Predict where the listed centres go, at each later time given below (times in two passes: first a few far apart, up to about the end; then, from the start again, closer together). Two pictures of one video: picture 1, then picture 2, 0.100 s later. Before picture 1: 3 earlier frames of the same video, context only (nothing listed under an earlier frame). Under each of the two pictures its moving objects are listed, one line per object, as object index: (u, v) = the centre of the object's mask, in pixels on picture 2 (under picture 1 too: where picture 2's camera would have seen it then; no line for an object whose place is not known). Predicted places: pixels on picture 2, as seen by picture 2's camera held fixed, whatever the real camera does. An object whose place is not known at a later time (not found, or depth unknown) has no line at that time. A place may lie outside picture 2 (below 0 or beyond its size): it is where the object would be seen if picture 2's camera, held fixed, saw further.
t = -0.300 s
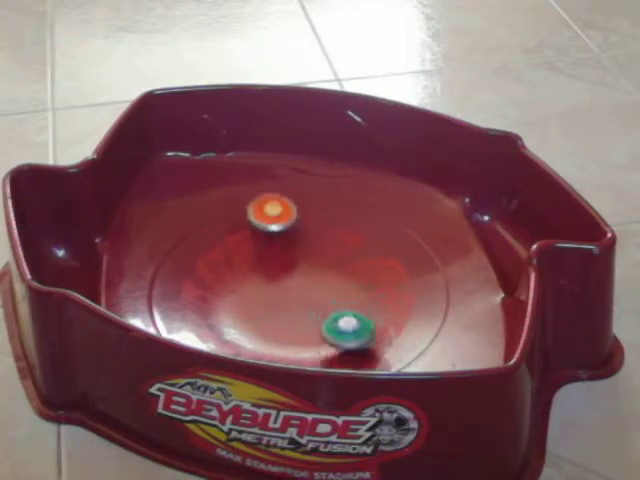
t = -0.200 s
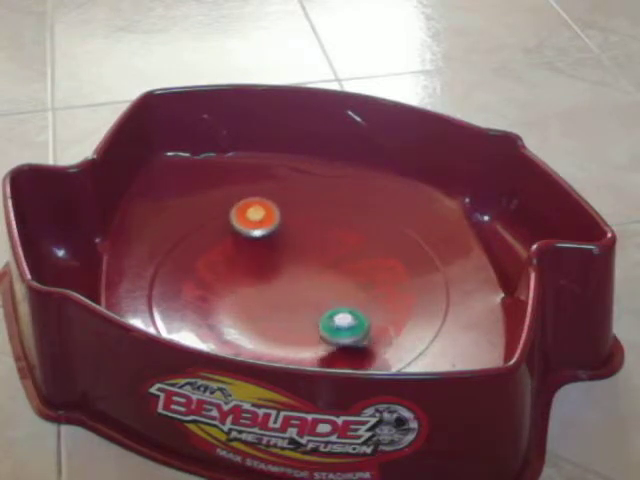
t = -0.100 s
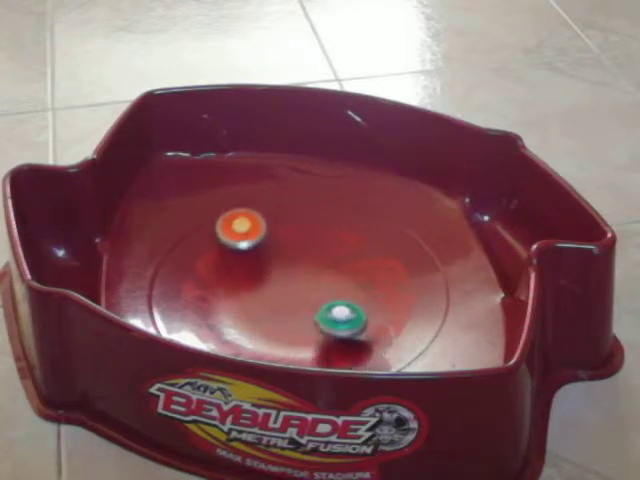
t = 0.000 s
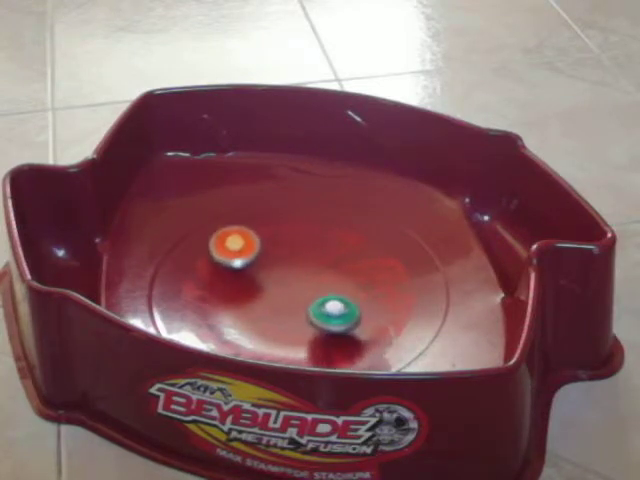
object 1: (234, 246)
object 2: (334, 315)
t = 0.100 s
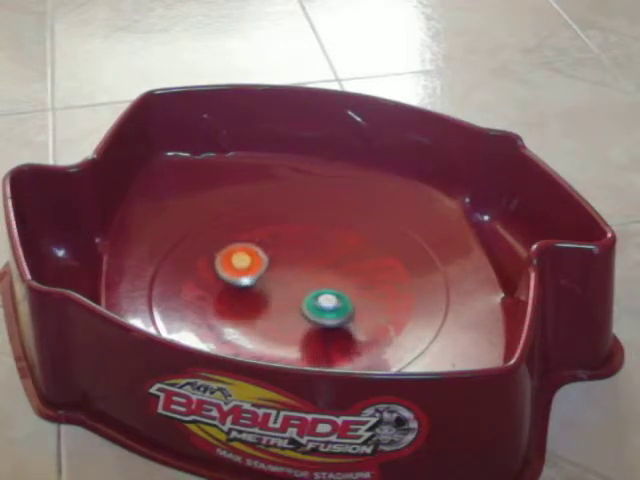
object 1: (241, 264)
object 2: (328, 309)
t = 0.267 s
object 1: (266, 277)
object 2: (322, 296)
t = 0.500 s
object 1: (249, 275)
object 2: (368, 295)
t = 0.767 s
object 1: (257, 291)
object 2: (374, 272)
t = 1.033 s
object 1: (268, 302)
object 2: (346, 265)
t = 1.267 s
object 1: (280, 309)
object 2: (326, 265)
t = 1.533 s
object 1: (293, 312)
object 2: (303, 259)
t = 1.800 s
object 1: (304, 310)
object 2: (286, 249)
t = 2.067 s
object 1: (313, 303)
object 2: (264, 249)
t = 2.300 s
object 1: (318, 294)
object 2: (263, 260)
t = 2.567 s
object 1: (322, 287)
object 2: (275, 272)
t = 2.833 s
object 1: (350, 288)
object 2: (280, 279)
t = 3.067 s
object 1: (370, 284)
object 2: (290, 283)
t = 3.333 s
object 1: (359, 264)
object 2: (303, 282)
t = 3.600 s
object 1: (348, 256)
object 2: (296, 279)
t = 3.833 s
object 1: (349, 250)
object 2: (267, 278)
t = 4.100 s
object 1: (327, 252)
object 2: (250, 273)
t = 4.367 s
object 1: (330, 270)
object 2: (251, 264)
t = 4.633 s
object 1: (327, 287)
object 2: (264, 260)
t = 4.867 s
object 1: (319, 298)
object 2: (281, 262)
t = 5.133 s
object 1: (307, 306)
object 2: (296, 271)
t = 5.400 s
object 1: (293, 319)
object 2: (305, 273)
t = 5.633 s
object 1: (282, 323)
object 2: (300, 277)
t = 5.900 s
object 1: (275, 317)
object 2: (300, 281)
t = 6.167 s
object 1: (265, 303)
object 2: (300, 275)
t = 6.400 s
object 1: (259, 289)
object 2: (301, 268)
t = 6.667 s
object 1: (254, 274)
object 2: (305, 259)
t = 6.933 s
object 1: (248, 262)
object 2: (321, 250)
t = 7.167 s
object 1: (228, 271)
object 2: (337, 248)
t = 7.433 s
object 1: (243, 282)
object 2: (334, 264)
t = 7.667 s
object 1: (260, 277)
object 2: (327, 277)
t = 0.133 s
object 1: (245, 268)
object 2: (326, 306)
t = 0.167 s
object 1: (251, 271)
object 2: (324, 304)
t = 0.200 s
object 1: (257, 273)
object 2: (322, 301)
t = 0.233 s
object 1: (262, 276)
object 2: (321, 298)
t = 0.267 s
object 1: (266, 277)
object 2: (322, 296)
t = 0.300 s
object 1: (259, 274)
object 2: (332, 298)
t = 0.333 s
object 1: (253, 272)
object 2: (344, 299)
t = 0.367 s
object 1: (249, 271)
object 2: (351, 300)
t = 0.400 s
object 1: (248, 270)
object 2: (356, 299)
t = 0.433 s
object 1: (247, 271)
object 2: (360, 298)
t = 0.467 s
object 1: (248, 273)
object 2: (364, 297)
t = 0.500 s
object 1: (249, 275)
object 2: (368, 295)
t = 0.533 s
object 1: (249, 277)
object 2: (371, 293)
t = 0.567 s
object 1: (250, 280)
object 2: (374, 290)
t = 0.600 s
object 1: (252, 281)
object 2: (375, 287)
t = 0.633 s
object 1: (253, 283)
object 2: (377, 284)
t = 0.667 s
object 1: (254, 285)
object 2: (377, 281)
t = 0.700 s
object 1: (255, 287)
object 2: (377, 278)
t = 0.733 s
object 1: (256, 289)
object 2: (376, 275)
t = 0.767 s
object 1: (257, 291)
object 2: (374, 272)
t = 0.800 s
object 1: (259, 292)
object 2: (371, 270)
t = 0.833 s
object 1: (260, 294)
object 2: (368, 268)
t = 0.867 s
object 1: (261, 296)
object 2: (364, 266)
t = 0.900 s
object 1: (262, 297)
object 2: (360, 265)
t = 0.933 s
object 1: (263, 298)
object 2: (356, 264)
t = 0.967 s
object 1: (265, 299)
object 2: (352, 264)
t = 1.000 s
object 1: (266, 301)
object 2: (349, 264)
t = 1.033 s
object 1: (268, 302)
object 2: (346, 265)
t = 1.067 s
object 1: (270, 303)
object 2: (343, 265)
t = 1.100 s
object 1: (271, 304)
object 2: (340, 265)
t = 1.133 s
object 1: (273, 305)
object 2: (338, 266)
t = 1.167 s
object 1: (274, 307)
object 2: (334, 266)
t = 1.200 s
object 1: (276, 308)
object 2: (332, 266)
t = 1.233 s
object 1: (278, 309)
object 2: (329, 266)
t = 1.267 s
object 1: (280, 309)
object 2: (326, 265)
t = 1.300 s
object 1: (281, 310)
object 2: (322, 265)
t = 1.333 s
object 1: (283, 310)
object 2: (320, 264)
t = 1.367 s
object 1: (285, 311)
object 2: (317, 263)
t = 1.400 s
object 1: (287, 311)
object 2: (314, 263)
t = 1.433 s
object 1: (289, 312)
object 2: (311, 262)
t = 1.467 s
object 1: (290, 312)
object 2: (308, 261)
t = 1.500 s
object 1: (292, 312)
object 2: (305, 260)
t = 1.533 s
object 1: (293, 312)
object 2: (303, 259)
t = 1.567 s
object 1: (295, 312)
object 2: (300, 258)
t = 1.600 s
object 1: (296, 312)
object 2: (298, 257)
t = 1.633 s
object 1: (298, 312)
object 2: (296, 255)
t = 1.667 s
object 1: (299, 311)
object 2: (294, 254)
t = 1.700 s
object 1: (300, 311)
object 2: (292, 253)
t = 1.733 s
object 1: (301, 311)
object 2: (290, 251)
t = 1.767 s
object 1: (303, 310)
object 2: (288, 251)
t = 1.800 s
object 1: (304, 310)
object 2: (286, 249)
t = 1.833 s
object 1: (305, 309)
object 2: (283, 249)
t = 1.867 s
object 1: (306, 309)
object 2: (280, 248)
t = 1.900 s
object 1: (308, 308)
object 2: (278, 247)
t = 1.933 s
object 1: (309, 307)
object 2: (275, 247)
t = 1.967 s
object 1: (310, 306)
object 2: (272, 246)
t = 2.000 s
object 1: (311, 305)
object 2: (270, 247)
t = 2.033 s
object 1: (312, 304)
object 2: (267, 248)
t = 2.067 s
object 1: (313, 303)
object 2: (264, 249)
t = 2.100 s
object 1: (314, 301)
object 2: (262, 250)
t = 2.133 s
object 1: (315, 300)
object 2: (261, 251)
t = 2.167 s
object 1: (316, 299)
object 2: (260, 254)
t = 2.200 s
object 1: (317, 298)
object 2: (260, 255)
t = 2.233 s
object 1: (317, 296)
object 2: (261, 256)
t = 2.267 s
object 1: (318, 295)
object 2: (262, 258)
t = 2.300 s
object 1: (318, 294)
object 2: (263, 260)
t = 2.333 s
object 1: (318, 292)
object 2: (265, 261)
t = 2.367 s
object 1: (319, 291)
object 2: (266, 263)
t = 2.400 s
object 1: (318, 290)
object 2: (268, 264)
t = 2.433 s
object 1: (318, 289)
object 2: (270, 266)
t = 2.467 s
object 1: (319, 289)
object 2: (272, 268)
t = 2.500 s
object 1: (319, 288)
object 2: (274, 269)
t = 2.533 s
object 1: (320, 287)
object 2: (275, 271)
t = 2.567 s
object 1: (322, 287)
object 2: (275, 272)
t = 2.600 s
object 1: (325, 287)
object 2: (276, 273)
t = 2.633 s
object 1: (329, 287)
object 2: (276, 273)
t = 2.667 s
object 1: (333, 287)
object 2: (276, 274)
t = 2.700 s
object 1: (336, 287)
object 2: (277, 275)
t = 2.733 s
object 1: (339, 287)
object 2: (277, 276)
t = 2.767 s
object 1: (343, 288)
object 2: (278, 277)
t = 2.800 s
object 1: (346, 288)
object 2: (279, 278)
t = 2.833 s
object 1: (350, 288)
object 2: (280, 279)
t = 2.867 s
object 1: (353, 289)
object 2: (281, 280)
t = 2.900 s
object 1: (357, 289)
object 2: (282, 281)
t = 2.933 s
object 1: (360, 289)
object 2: (284, 282)
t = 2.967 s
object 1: (363, 289)
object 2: (285, 282)
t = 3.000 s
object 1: (366, 288)
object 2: (287, 283)
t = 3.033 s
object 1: (368, 286)
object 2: (288, 283)
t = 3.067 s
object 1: (370, 284)
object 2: (290, 283)
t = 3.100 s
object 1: (371, 282)
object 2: (291, 284)
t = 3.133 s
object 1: (371, 279)
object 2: (293, 284)
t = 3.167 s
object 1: (371, 276)
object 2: (295, 284)
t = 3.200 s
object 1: (370, 273)
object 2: (296, 284)
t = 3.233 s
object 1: (368, 270)
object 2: (298, 284)
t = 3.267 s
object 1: (366, 268)
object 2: (300, 283)
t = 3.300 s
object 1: (363, 266)
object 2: (301, 283)
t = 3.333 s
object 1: (359, 264)
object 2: (303, 282)
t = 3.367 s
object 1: (356, 263)
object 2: (305, 281)
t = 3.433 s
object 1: (357, 261)
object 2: (302, 282)
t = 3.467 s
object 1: (358, 260)
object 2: (300, 281)
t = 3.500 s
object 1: (356, 259)
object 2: (299, 281)
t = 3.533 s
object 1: (354, 258)
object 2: (298, 280)
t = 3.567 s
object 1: (351, 256)
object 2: (297, 279)
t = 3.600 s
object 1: (348, 256)
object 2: (296, 279)
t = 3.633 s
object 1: (345, 255)
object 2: (296, 278)
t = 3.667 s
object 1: (342, 255)
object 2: (295, 277)
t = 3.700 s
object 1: (340, 255)
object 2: (293, 276)
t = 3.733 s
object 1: (346, 253)
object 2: (285, 277)
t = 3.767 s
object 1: (350, 251)
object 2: (277, 278)
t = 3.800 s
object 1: (351, 251)
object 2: (272, 278)
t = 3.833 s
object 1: (349, 250)
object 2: (267, 278)
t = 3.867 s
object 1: (346, 249)
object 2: (265, 277)
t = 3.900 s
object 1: (343, 248)
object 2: (262, 277)
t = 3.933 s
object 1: (339, 247)
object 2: (258, 276)
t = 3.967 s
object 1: (336, 247)
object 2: (257, 276)
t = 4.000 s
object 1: (333, 248)
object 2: (255, 276)
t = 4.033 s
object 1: (330, 249)
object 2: (253, 275)
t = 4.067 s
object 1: (328, 250)
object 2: (251, 274)
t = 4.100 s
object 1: (327, 252)
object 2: (250, 273)
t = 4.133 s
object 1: (327, 254)
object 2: (249, 271)
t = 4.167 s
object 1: (327, 256)
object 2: (248, 270)
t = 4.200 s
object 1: (328, 258)
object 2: (248, 269)
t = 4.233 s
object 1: (328, 260)
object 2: (248, 268)
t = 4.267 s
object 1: (329, 263)
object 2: (248, 267)
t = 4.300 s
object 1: (330, 265)
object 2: (249, 265)
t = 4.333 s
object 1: (330, 267)
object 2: (250, 264)
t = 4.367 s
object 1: (330, 270)
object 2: (251, 264)
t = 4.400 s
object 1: (330, 272)
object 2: (254, 263)
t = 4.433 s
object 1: (330, 274)
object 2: (255, 262)
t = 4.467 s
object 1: (330, 276)
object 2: (257, 262)
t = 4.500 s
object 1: (330, 278)
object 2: (258, 262)
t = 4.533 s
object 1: (330, 281)
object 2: (259, 261)
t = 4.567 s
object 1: (329, 283)
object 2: (260, 261)
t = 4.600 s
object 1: (329, 285)
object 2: (263, 261)
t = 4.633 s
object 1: (327, 287)
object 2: (264, 260)
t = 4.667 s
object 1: (326, 288)
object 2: (267, 260)
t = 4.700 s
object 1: (325, 290)
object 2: (269, 260)
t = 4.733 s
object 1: (324, 292)
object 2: (271, 260)
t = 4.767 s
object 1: (322, 294)
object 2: (274, 261)
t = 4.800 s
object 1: (321, 295)
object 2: (276, 261)
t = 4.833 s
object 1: (320, 297)
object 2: (279, 262)
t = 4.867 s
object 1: (319, 298)
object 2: (281, 262)
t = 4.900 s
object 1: (317, 300)
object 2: (283, 263)
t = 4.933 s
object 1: (316, 301)
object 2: (286, 264)
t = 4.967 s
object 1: (315, 302)
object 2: (288, 265)
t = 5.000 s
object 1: (313, 303)
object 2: (290, 266)
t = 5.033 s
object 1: (311, 304)
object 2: (292, 267)
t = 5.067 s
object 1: (310, 305)
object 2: (293, 268)
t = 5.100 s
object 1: (308, 306)
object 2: (295, 270)
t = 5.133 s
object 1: (307, 306)
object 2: (296, 271)
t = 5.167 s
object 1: (305, 307)
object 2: (297, 272)
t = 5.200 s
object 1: (303, 307)
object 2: (298, 272)
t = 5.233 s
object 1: (302, 310)
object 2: (299, 273)
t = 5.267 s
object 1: (301, 313)
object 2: (301, 273)
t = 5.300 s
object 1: (299, 316)
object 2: (302, 272)
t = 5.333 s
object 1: (297, 317)
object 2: (303, 272)
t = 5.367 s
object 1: (295, 318)
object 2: (304, 273)
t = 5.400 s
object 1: (293, 319)
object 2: (305, 273)
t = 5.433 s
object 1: (292, 320)
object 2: (305, 274)
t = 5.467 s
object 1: (290, 321)
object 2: (303, 274)
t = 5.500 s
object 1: (288, 322)
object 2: (302, 275)
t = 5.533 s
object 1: (286, 322)
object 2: (301, 275)
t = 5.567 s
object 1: (284, 323)
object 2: (301, 275)
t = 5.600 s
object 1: (283, 323)
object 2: (300, 276)
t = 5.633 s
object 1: (282, 323)
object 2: (300, 277)
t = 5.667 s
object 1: (281, 323)
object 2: (299, 278)
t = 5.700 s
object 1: (281, 322)
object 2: (299, 278)
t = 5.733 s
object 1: (281, 322)
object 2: (299, 279)
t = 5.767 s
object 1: (280, 321)
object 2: (298, 280)
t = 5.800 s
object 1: (279, 321)
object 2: (298, 280)
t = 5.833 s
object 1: (278, 319)
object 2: (298, 281)
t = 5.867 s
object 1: (276, 318)
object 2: (299, 281)
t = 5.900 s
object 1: (275, 317)
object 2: (300, 281)
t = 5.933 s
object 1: (274, 315)
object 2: (300, 281)
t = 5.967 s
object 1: (273, 313)
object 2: (300, 280)
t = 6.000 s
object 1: (272, 312)
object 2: (299, 280)
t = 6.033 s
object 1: (271, 310)
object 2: (299, 280)
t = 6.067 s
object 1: (270, 308)
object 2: (299, 279)
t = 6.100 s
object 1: (268, 307)
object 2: (300, 278)
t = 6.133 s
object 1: (266, 305)
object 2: (299, 277)
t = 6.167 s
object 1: (265, 303)
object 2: (300, 275)
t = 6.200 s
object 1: (264, 301)
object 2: (300, 274)
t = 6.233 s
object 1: (263, 299)
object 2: (300, 273)
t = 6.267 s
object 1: (262, 297)
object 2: (300, 273)
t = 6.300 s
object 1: (262, 295)
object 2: (301, 271)
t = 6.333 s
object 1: (261, 293)
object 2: (301, 270)
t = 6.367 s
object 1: (260, 291)
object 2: (301, 269)
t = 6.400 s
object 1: (259, 289)
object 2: (301, 268)
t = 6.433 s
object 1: (257, 287)
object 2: (302, 267)
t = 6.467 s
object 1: (256, 285)
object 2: (302, 266)
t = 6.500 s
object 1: (256, 284)
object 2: (303, 265)
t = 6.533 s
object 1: (255, 282)
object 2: (303, 263)
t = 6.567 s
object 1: (255, 280)
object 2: (304, 262)
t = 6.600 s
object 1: (254, 278)
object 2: (304, 261)
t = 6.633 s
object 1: (254, 276)
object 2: (304, 260)
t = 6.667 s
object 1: (254, 274)
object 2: (305, 259)
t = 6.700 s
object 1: (255, 273)
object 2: (306, 258)
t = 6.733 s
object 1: (255, 271)
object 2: (307, 257)
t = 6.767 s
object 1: (256, 269)
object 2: (307, 256)
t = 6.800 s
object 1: (257, 267)
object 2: (308, 255)
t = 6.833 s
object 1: (258, 265)
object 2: (308, 254)
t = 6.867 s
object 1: (258, 263)
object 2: (309, 253)
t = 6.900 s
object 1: (257, 262)
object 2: (312, 252)
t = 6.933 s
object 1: (248, 262)
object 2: (321, 250)
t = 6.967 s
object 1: (241, 262)
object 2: (329, 248)
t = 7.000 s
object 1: (238, 262)
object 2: (333, 248)
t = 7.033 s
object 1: (235, 263)
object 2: (335, 247)
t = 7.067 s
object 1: (233, 265)
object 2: (336, 247)
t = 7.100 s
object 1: (231, 267)
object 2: (336, 247)
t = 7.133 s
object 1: (229, 269)
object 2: (337, 247)
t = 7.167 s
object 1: (228, 271)
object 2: (337, 248)
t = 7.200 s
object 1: (228, 273)
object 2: (337, 250)
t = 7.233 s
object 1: (228, 276)
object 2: (337, 251)
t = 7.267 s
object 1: (229, 278)
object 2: (337, 254)
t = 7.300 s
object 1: (232, 280)
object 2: (337, 256)
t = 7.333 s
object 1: (234, 281)
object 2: (336, 258)
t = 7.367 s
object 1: (237, 282)
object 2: (335, 260)
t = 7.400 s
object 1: (240, 283)
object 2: (335, 262)
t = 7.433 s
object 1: (243, 282)
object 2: (334, 264)
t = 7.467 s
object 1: (246, 282)
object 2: (333, 267)
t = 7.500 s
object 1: (250, 281)
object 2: (331, 269)
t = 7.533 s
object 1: (254, 281)
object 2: (329, 271)
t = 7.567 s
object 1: (258, 280)
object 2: (327, 273)
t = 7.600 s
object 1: (261, 279)
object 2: (325, 274)
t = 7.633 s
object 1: (266, 279)
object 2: (322, 275)
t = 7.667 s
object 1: (260, 277)
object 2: (327, 277)
